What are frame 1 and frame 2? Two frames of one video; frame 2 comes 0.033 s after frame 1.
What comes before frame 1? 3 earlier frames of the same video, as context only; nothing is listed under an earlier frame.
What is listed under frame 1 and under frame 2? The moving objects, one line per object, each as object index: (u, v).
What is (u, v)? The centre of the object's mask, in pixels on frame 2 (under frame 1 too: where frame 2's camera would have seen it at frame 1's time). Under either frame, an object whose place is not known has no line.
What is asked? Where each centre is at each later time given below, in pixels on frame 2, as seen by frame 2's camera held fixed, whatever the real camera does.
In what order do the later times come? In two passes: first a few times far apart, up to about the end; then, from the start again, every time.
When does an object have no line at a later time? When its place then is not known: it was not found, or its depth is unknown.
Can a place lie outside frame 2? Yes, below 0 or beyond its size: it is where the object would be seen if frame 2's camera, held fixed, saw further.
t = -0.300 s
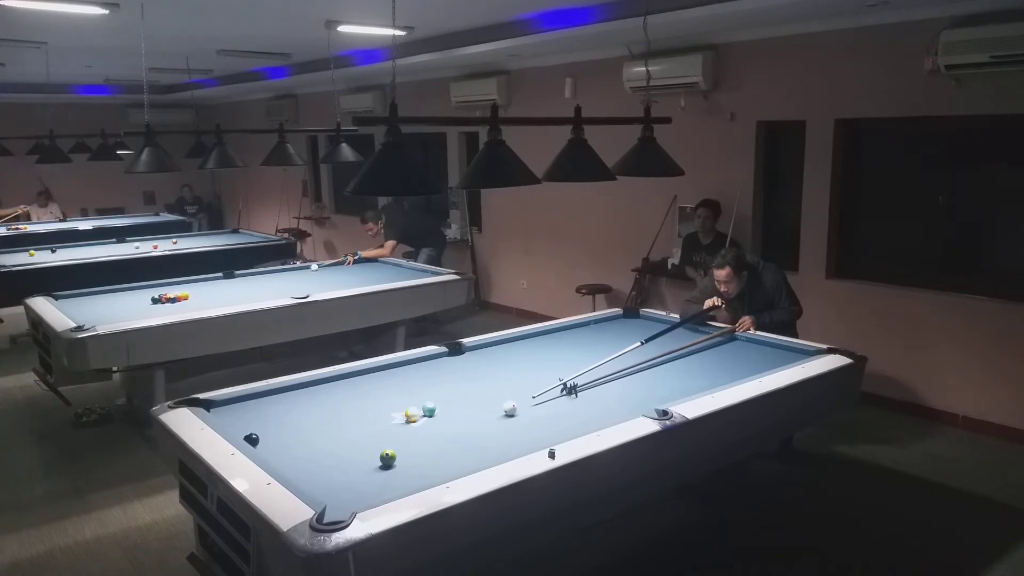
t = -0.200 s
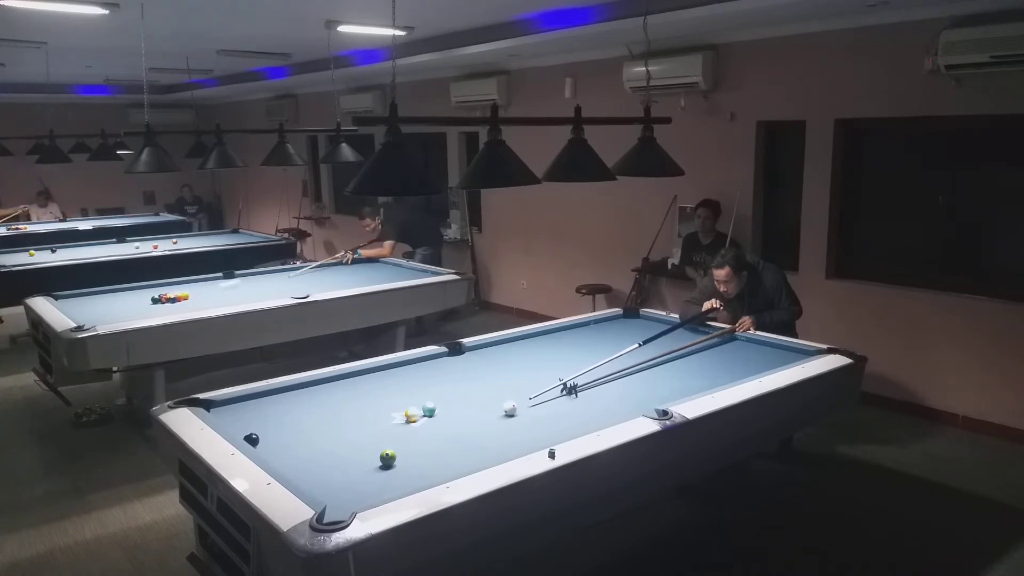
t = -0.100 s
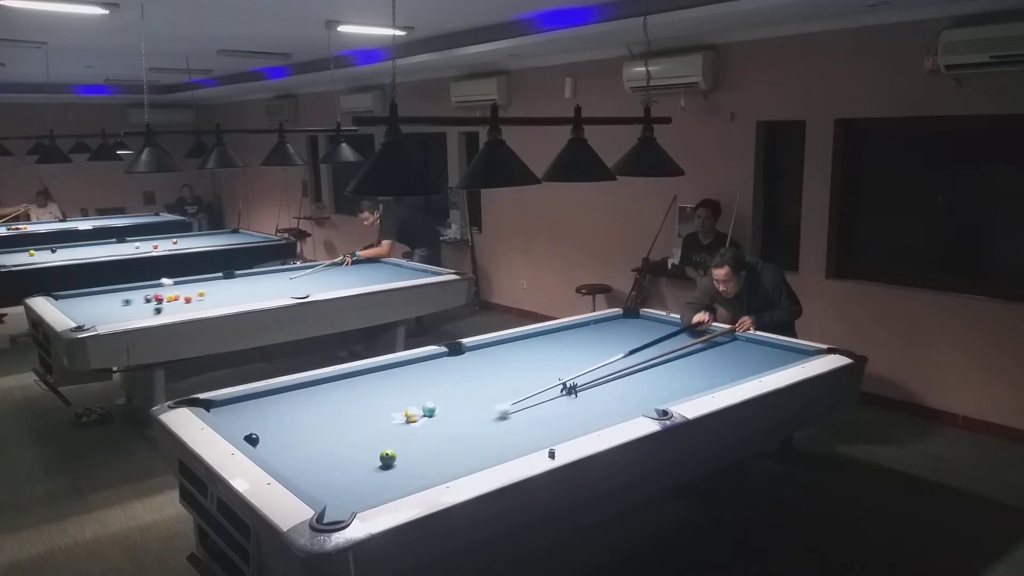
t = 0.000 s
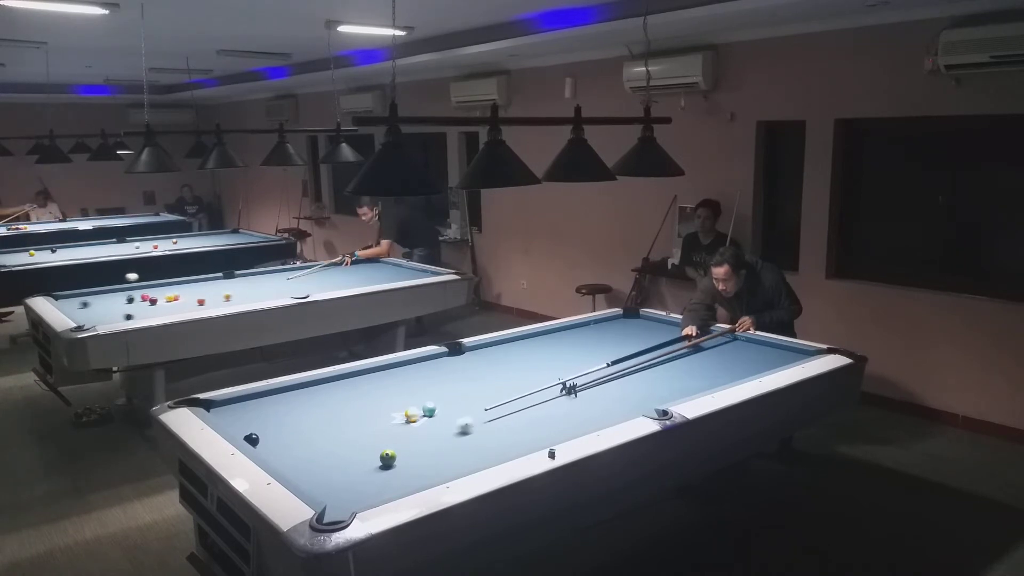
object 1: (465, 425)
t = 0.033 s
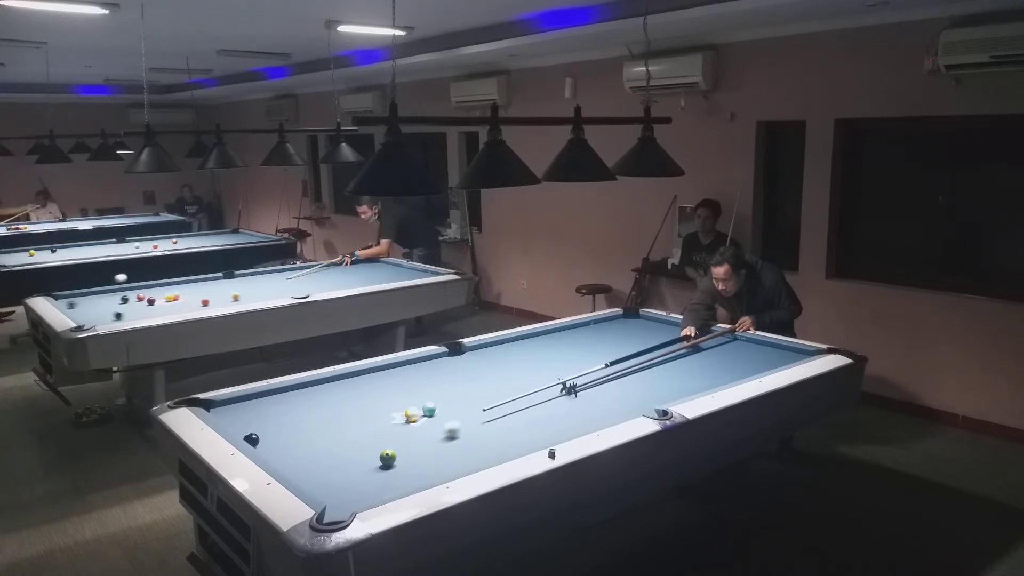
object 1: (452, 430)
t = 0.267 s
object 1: (373, 450)
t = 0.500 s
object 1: (304, 456)
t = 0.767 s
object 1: (279, 444)
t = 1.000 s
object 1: (285, 425)
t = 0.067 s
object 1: (440, 435)
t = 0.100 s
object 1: (428, 439)
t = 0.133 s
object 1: (416, 444)
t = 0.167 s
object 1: (403, 448)
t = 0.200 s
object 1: (393, 448)
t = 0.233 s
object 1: (382, 449)
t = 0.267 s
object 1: (373, 450)
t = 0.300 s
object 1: (363, 451)
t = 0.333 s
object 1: (354, 452)
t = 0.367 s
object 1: (344, 453)
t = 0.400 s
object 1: (334, 453)
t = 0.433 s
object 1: (324, 454)
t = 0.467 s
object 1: (314, 455)
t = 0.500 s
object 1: (304, 456)
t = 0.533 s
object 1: (294, 457)
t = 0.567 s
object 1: (284, 458)
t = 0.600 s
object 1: (276, 457)
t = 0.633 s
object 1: (275, 455)
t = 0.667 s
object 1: (276, 453)
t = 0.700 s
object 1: (277, 450)
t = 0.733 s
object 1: (278, 447)
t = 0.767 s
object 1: (279, 444)
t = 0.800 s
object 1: (280, 441)
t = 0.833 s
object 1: (281, 438)
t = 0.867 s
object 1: (282, 435)
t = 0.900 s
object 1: (282, 433)
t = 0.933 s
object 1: (283, 430)
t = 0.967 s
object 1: (284, 427)
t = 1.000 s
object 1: (285, 425)
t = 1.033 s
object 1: (285, 423)
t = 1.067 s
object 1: (286, 420)
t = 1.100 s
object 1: (287, 418)
